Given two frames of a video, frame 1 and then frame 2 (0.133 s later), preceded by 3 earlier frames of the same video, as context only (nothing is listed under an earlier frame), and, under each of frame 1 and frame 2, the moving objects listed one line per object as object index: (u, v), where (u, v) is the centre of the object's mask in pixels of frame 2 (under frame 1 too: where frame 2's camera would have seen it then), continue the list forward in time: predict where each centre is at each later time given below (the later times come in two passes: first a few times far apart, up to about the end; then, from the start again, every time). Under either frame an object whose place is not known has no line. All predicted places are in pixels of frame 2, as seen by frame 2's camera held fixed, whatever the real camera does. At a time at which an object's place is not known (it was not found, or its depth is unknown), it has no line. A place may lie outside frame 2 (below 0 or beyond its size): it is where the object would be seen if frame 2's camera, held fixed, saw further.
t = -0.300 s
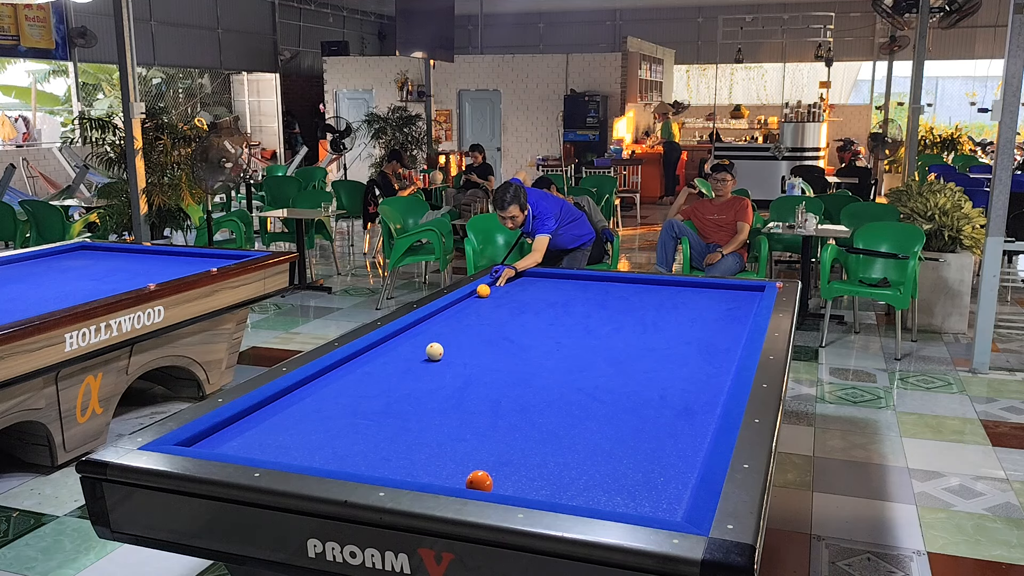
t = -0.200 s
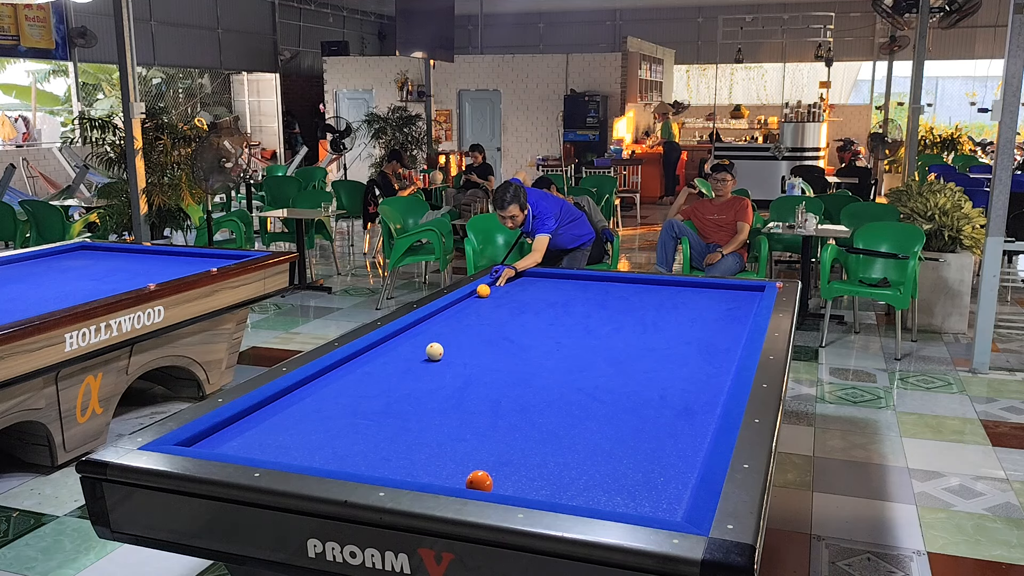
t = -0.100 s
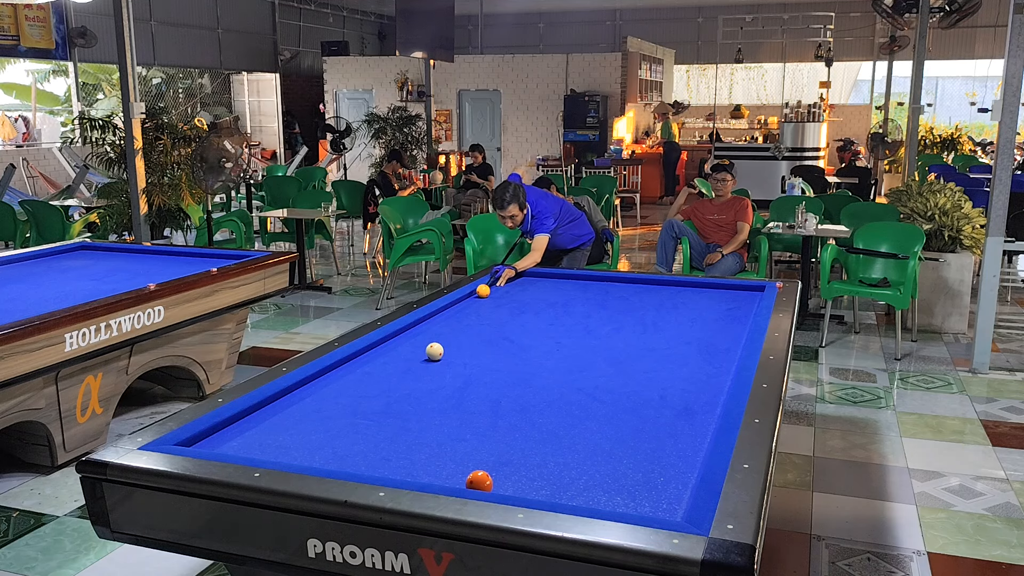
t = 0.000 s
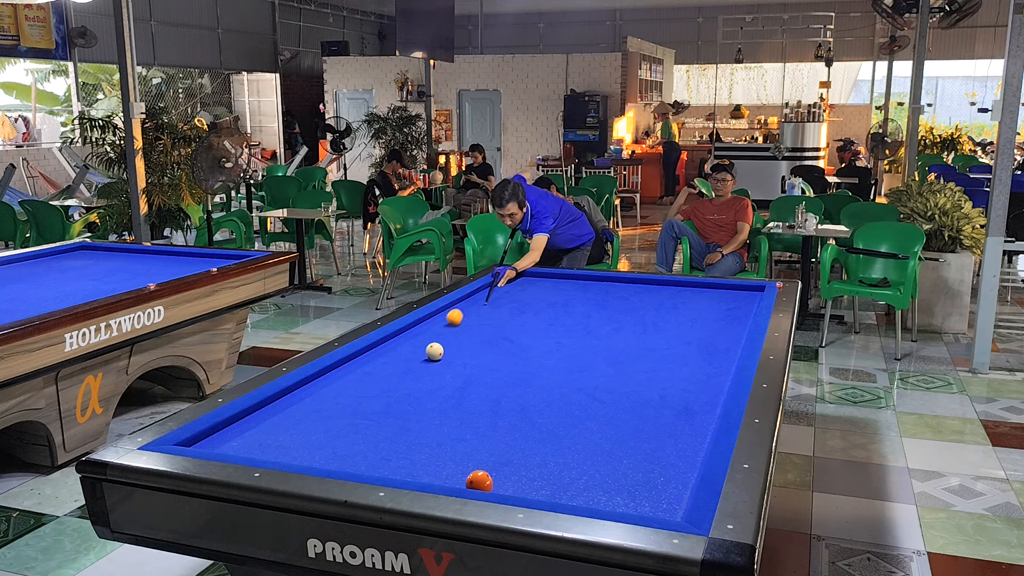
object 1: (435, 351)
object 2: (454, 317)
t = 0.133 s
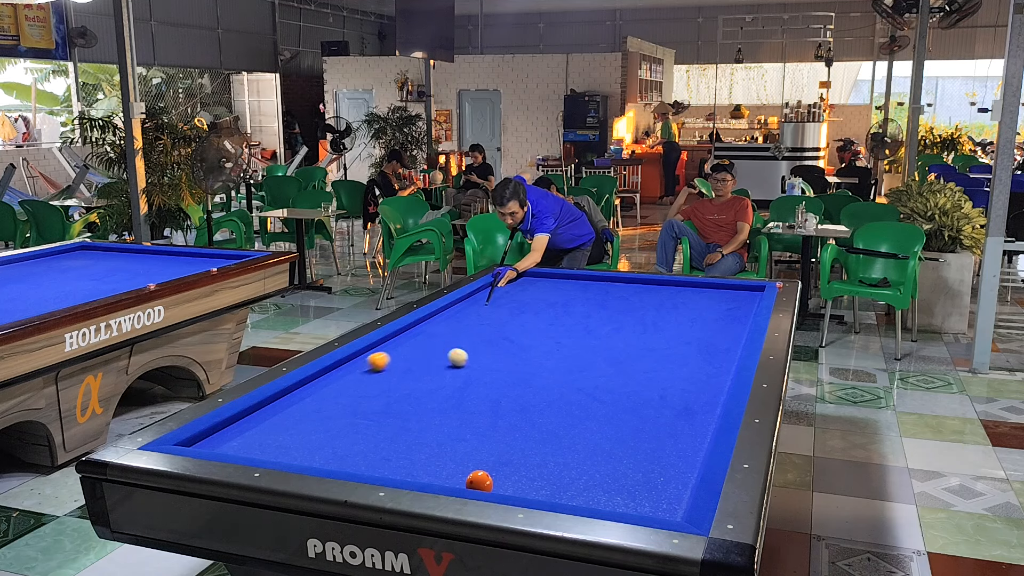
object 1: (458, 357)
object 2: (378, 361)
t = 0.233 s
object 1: (508, 370)
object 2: (291, 395)
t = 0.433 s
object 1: (610, 398)
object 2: (303, 434)
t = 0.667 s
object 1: (687, 426)
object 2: (470, 384)
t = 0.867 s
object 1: (600, 428)
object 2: (567, 358)
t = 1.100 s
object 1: (517, 434)
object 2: (656, 337)
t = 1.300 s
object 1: (445, 439)
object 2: (721, 321)
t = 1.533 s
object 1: (358, 446)
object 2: (732, 304)
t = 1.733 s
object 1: (283, 450)
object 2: (715, 289)
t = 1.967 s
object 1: (224, 443)
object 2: (681, 288)
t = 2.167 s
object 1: (224, 434)
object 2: (644, 292)
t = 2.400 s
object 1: (270, 427)
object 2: (601, 296)
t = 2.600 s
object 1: (306, 420)
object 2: (564, 300)
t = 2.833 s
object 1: (346, 414)
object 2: (519, 305)
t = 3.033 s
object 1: (378, 409)
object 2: (479, 308)
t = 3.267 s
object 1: (414, 402)
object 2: (440, 314)
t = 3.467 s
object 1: (442, 397)
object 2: (446, 322)
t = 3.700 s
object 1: (473, 392)
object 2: (452, 332)
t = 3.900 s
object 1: (498, 388)
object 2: (458, 342)
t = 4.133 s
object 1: (525, 383)
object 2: (465, 354)
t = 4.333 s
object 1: (548, 379)
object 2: (472, 364)
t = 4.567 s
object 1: (572, 375)
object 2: (480, 378)
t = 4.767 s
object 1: (593, 371)
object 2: (488, 391)
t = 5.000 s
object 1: (615, 368)
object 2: (497, 407)
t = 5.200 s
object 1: (633, 365)
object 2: (506, 423)
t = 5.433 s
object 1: (653, 362)
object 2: (518, 442)
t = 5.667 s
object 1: (673, 358)
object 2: (531, 464)
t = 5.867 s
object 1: (688, 355)
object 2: (543, 485)
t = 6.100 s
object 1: (705, 353)
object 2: (570, 494)
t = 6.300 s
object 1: (719, 350)
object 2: (603, 490)
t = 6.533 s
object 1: (735, 348)
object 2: (640, 484)
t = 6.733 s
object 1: (733, 345)
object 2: (671, 479)
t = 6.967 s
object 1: (727, 342)
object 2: (682, 471)
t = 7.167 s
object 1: (722, 340)
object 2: (671, 461)
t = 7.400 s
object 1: (717, 338)
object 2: (660, 452)
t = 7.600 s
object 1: (713, 336)
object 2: (651, 443)
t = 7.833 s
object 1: (709, 334)
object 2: (641, 435)
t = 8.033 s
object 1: (706, 333)
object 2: (633, 429)
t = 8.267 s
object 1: (703, 331)
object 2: (624, 422)
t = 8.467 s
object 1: (701, 330)
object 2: (617, 416)
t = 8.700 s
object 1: (699, 329)
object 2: (610, 411)
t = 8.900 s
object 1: (698, 328)
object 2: (604, 406)
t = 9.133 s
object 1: (696, 327)
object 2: (598, 401)
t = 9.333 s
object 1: (695, 327)
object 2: (592, 397)
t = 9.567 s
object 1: (695, 327)
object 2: (587, 393)
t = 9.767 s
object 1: (694, 326)
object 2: (583, 390)
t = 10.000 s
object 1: (694, 326)
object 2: (578, 386)
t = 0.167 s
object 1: (474, 361)
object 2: (345, 372)
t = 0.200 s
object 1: (491, 366)
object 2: (309, 382)
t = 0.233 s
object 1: (508, 370)
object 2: (291, 395)
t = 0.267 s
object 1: (525, 375)
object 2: (280, 409)
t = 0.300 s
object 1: (542, 380)
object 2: (267, 423)
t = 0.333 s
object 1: (558, 384)
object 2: (253, 439)
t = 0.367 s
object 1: (575, 389)
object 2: (241, 449)
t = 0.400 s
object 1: (593, 394)
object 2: (273, 444)
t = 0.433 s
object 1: (610, 398)
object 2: (303, 434)
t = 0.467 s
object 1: (626, 403)
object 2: (332, 425)
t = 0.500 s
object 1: (644, 407)
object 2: (359, 417)
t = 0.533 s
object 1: (661, 412)
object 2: (384, 409)
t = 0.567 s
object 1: (679, 417)
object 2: (408, 402)
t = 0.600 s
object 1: (698, 422)
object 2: (430, 396)
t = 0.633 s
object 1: (703, 425)
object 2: (451, 389)
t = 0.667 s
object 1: (687, 426)
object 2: (470, 384)
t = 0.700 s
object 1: (670, 426)
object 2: (488, 379)
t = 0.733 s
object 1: (655, 426)
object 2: (506, 374)
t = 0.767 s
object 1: (640, 427)
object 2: (522, 370)
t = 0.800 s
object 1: (626, 427)
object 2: (538, 365)
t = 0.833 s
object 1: (613, 428)
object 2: (552, 362)
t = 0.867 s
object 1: (600, 428)
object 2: (567, 358)
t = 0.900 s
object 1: (588, 429)
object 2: (580, 355)
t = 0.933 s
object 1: (577, 430)
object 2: (594, 352)
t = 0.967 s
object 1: (565, 431)
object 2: (607, 349)
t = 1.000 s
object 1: (553, 432)
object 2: (620, 346)
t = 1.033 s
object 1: (541, 433)
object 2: (632, 343)
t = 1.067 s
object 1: (529, 433)
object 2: (644, 340)
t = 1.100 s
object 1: (517, 434)
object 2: (656, 337)
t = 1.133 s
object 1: (505, 435)
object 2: (667, 334)
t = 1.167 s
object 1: (493, 436)
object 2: (679, 332)
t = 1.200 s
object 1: (481, 437)
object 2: (689, 329)
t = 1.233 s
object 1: (469, 438)
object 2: (700, 327)
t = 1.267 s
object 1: (457, 438)
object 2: (711, 324)
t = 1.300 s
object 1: (445, 439)
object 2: (721, 321)
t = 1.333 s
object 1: (433, 440)
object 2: (731, 319)
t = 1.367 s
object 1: (420, 441)
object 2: (740, 317)
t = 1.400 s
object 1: (408, 442)
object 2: (749, 314)
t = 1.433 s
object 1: (396, 443)
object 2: (745, 311)
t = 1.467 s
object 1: (383, 444)
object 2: (740, 309)
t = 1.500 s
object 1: (371, 445)
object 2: (736, 306)
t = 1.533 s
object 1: (358, 446)
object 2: (732, 304)
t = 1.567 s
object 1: (346, 447)
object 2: (729, 301)
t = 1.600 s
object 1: (333, 448)
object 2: (726, 299)
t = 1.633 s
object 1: (321, 449)
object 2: (723, 296)
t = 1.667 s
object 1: (308, 450)
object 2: (720, 294)
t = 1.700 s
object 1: (295, 450)
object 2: (718, 292)
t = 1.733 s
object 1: (283, 450)
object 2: (715, 289)
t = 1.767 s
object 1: (270, 450)
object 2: (713, 287)
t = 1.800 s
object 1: (258, 450)
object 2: (710, 285)
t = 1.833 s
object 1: (246, 449)
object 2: (707, 284)
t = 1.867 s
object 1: (241, 448)
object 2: (700, 285)
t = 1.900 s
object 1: (236, 446)
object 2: (693, 286)
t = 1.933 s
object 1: (230, 444)
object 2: (687, 287)
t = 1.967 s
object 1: (224, 443)
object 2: (681, 288)
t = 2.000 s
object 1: (219, 441)
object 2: (675, 289)
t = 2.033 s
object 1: (214, 439)
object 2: (669, 290)
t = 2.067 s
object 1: (208, 437)
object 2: (663, 290)
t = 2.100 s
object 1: (208, 436)
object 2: (656, 291)
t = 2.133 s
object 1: (216, 435)
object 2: (651, 291)
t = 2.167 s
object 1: (224, 434)
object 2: (644, 292)
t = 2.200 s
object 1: (231, 433)
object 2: (638, 293)
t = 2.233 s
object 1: (238, 432)
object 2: (632, 293)
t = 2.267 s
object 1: (244, 431)
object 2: (626, 294)
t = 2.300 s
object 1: (251, 429)
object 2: (620, 294)
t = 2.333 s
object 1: (257, 428)
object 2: (614, 295)
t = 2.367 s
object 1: (263, 427)
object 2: (607, 296)
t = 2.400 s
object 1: (270, 427)
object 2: (601, 296)
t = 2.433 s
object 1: (276, 426)
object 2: (595, 297)
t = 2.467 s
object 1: (282, 424)
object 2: (589, 298)
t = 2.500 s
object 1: (288, 424)
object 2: (583, 298)
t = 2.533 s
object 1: (294, 422)
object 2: (576, 299)
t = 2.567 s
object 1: (300, 421)
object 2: (570, 300)
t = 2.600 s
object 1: (306, 420)
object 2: (564, 300)
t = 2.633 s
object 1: (312, 420)
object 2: (558, 301)
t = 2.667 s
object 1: (318, 418)
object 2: (551, 301)
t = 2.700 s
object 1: (324, 418)
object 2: (545, 302)
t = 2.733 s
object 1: (329, 416)
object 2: (538, 303)
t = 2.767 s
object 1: (335, 415)
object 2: (532, 303)
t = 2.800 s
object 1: (341, 415)
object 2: (525, 304)
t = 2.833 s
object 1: (346, 414)
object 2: (519, 305)
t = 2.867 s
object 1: (352, 413)
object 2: (512, 305)
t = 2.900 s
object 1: (357, 412)
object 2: (506, 306)
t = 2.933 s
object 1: (362, 411)
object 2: (499, 307)
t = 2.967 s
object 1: (368, 410)
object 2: (492, 307)
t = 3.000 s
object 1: (373, 409)
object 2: (486, 308)
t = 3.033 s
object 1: (378, 409)
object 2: (479, 308)
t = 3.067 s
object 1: (383, 407)
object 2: (472, 309)
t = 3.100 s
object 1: (389, 407)
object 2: (465, 310)
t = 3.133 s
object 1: (394, 405)
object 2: (459, 310)
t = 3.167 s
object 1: (399, 404)
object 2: (452, 311)
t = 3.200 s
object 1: (404, 404)
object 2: (445, 312)
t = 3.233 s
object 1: (408, 403)
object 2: (438, 313)
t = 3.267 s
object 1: (414, 402)
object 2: (440, 314)
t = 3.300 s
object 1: (418, 401)
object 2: (442, 315)
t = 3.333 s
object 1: (423, 400)
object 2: (442, 317)
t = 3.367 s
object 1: (428, 400)
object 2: (443, 318)
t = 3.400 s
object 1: (432, 399)
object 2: (444, 319)
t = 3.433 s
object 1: (437, 398)
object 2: (445, 321)
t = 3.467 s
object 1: (442, 397)
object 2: (446, 322)
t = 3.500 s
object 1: (446, 396)
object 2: (447, 324)
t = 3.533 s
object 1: (451, 396)
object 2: (447, 325)
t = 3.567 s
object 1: (455, 395)
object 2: (448, 326)
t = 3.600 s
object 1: (460, 394)
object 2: (449, 328)
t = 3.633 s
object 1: (464, 394)
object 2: (450, 329)
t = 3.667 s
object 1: (469, 393)
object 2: (451, 331)
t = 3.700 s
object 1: (473, 392)
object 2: (452, 332)
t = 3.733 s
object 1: (477, 391)
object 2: (453, 334)
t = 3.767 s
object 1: (481, 391)
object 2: (454, 335)
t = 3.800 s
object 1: (485, 390)
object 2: (455, 337)
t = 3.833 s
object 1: (490, 389)
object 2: (456, 339)
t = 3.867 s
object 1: (494, 388)
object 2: (457, 340)
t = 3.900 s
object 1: (498, 388)
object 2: (458, 342)
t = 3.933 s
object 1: (502, 387)
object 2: (459, 343)
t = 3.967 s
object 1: (506, 386)
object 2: (460, 345)
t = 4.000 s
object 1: (510, 386)
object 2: (461, 346)
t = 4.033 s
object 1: (514, 385)
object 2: (462, 348)
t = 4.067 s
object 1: (518, 385)
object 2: (463, 350)
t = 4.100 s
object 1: (522, 384)
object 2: (464, 352)
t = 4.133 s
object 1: (525, 383)
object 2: (465, 354)
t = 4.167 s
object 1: (529, 382)
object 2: (466, 355)
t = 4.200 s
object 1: (533, 382)
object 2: (467, 357)
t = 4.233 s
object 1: (537, 381)
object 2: (468, 359)
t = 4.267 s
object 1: (540, 381)
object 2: (469, 361)
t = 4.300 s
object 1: (544, 380)
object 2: (470, 363)
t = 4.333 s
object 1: (548, 379)
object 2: (472, 364)
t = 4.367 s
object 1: (552, 378)
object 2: (473, 366)
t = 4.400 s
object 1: (555, 378)
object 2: (474, 368)
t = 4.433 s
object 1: (559, 377)
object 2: (475, 370)
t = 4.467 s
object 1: (562, 377)
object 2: (476, 372)
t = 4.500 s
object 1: (566, 376)
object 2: (477, 374)
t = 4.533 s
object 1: (569, 376)
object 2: (479, 376)
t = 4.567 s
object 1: (572, 375)
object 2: (480, 378)
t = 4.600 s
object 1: (576, 375)
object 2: (481, 380)
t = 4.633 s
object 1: (580, 374)
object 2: (482, 382)
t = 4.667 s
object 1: (583, 373)
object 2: (484, 384)
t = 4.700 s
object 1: (586, 373)
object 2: (485, 387)
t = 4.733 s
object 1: (589, 372)
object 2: (486, 389)
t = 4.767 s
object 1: (593, 371)
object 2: (488, 391)
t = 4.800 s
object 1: (596, 371)
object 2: (489, 393)
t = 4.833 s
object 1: (599, 371)
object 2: (490, 395)
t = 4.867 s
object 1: (602, 370)
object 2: (491, 398)
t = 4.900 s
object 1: (606, 370)
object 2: (493, 401)
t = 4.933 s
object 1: (609, 369)
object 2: (494, 402)
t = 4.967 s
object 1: (612, 368)
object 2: (496, 405)
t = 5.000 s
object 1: (615, 368)
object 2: (497, 407)
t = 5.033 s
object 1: (618, 367)
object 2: (499, 410)
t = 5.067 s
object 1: (621, 367)
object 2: (500, 412)
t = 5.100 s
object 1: (624, 366)
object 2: (502, 415)
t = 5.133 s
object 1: (627, 366)
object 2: (503, 417)
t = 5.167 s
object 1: (630, 365)
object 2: (505, 420)
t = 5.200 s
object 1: (633, 365)
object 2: (506, 423)
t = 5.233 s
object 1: (636, 364)
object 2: (508, 425)
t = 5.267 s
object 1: (639, 364)
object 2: (509, 428)
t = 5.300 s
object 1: (642, 363)
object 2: (511, 431)
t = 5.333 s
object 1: (645, 363)
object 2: (513, 433)
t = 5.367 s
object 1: (648, 362)
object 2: (515, 436)
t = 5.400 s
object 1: (651, 362)
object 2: (516, 439)
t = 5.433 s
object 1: (653, 362)
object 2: (518, 442)
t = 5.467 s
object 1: (656, 361)
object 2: (520, 445)
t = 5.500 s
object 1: (659, 360)
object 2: (522, 448)
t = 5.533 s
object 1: (662, 360)
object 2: (523, 451)
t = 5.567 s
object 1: (665, 360)
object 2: (525, 454)
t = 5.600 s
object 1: (667, 359)
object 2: (527, 457)
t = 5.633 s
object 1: (670, 358)
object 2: (529, 460)
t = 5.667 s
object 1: (673, 358)
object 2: (531, 464)
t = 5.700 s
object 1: (675, 357)
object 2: (533, 467)
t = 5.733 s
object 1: (678, 357)
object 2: (535, 470)
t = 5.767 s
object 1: (680, 356)
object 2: (537, 474)
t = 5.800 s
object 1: (683, 356)
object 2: (539, 477)
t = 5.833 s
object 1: (685, 356)
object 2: (541, 481)
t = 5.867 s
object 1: (688, 355)
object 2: (543, 485)
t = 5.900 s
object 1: (690, 355)
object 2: (546, 487)
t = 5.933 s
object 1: (693, 355)
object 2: (548, 490)
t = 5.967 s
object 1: (696, 354)
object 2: (550, 492)
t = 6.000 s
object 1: (698, 354)
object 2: (553, 494)
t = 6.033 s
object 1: (700, 354)
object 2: (558, 494)
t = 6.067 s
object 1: (703, 353)
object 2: (564, 494)
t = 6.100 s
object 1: (705, 353)
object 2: (570, 494)
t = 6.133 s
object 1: (708, 352)
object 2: (576, 493)
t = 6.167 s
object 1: (710, 352)
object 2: (581, 493)
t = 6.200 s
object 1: (712, 352)
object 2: (587, 493)
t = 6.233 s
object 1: (715, 351)
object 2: (592, 492)
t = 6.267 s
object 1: (717, 350)
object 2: (598, 491)
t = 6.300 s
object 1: (719, 350)
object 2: (603, 490)
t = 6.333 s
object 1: (721, 350)
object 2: (609, 489)
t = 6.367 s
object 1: (724, 350)
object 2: (614, 488)
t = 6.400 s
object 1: (726, 349)
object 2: (619, 487)
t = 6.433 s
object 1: (728, 349)
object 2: (625, 487)
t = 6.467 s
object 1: (730, 348)
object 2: (630, 486)
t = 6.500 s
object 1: (733, 348)
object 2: (635, 485)
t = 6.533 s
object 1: (735, 348)
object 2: (640, 484)
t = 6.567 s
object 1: (737, 347)
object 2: (645, 483)
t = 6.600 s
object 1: (736, 347)
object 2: (651, 482)
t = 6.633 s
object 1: (735, 347)
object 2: (656, 481)
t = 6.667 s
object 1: (734, 346)
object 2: (661, 480)
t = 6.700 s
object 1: (733, 346)
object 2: (666, 480)
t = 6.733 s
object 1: (733, 345)
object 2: (671, 479)
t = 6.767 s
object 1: (732, 344)
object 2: (675, 478)
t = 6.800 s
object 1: (731, 344)
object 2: (680, 477)
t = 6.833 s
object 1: (730, 344)
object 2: (685, 476)
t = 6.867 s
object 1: (729, 343)
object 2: (687, 475)
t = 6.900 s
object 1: (728, 343)
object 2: (685, 474)
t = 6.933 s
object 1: (727, 343)
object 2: (683, 472)
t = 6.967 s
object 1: (727, 342)
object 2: (682, 471)
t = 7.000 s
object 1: (726, 342)
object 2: (680, 469)
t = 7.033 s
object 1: (725, 341)
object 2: (678, 467)
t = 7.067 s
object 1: (724, 341)
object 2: (676, 466)
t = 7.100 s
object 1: (723, 341)
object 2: (674, 464)
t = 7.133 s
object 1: (723, 340)
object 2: (673, 462)
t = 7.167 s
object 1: (722, 340)
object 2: (671, 461)
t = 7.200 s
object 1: (721, 340)
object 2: (669, 460)
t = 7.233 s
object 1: (720, 340)
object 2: (668, 458)
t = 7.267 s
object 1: (720, 339)
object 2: (666, 457)
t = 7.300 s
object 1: (719, 339)
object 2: (664, 455)
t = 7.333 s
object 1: (718, 338)
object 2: (663, 454)
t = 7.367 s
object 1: (718, 338)
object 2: (661, 453)
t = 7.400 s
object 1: (717, 338)
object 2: (660, 452)
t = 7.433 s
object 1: (716, 338)
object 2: (658, 450)
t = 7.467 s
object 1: (715, 337)
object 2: (657, 449)
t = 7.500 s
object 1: (715, 337)
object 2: (655, 447)
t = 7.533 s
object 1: (714, 336)
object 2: (654, 446)
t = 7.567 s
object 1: (714, 336)
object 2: (652, 445)
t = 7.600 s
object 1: (713, 336)
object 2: (651, 443)
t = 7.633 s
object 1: (713, 336)
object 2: (649, 442)
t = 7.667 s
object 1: (712, 335)
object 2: (648, 441)
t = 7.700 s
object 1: (711, 335)
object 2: (646, 440)
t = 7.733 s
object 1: (711, 335)
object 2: (645, 439)
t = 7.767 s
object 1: (710, 335)
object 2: (643, 438)
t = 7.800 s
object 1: (710, 334)
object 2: (642, 437)
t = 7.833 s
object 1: (709, 334)
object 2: (641, 435)
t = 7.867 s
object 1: (709, 334)
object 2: (639, 434)
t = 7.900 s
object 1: (708, 334)
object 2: (638, 433)
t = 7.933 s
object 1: (708, 333)
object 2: (637, 432)
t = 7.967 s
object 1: (707, 333)
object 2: (635, 431)
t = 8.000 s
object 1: (707, 333)
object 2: (634, 430)
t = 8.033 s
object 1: (706, 333)
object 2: (633, 429)
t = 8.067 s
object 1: (706, 332)
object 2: (632, 428)
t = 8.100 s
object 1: (705, 332)
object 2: (630, 427)
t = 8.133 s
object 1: (705, 332)
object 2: (629, 426)
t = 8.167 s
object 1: (704, 332)
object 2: (628, 425)
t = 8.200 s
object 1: (704, 332)
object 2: (627, 424)
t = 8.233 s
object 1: (703, 331)
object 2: (625, 423)
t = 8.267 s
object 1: (703, 331)
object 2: (624, 422)
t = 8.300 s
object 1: (703, 331)
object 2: (623, 421)
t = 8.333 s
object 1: (702, 331)
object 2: (622, 420)
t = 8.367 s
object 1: (702, 331)
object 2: (621, 419)
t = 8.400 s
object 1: (702, 331)
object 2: (619, 418)
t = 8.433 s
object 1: (701, 331)
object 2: (618, 417)
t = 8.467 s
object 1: (701, 330)
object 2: (617, 416)
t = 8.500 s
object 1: (701, 330)
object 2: (616, 416)
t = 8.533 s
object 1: (700, 330)
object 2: (615, 415)
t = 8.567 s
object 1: (700, 330)
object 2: (614, 414)
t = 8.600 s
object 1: (700, 329)
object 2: (613, 413)
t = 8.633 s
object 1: (700, 330)
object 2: (612, 412)
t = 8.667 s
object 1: (699, 329)
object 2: (611, 411)
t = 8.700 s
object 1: (699, 329)
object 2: (610, 411)
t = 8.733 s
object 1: (699, 329)
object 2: (609, 410)
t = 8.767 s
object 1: (699, 329)
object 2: (608, 409)
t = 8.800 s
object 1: (698, 329)
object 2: (607, 408)
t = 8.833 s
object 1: (698, 329)
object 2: (606, 408)
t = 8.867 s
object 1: (698, 329)
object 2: (605, 407)
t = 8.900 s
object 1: (698, 328)
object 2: (604, 406)
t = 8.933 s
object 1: (697, 328)
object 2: (603, 405)
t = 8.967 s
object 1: (697, 328)
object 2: (602, 405)
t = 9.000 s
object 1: (697, 328)
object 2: (601, 404)
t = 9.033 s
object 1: (697, 328)
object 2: (600, 403)
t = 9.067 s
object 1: (697, 328)
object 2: (599, 402)
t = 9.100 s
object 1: (696, 327)
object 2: (598, 402)
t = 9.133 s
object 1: (696, 327)
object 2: (598, 401)
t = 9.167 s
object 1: (696, 327)
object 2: (597, 401)
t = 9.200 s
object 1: (696, 327)
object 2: (596, 400)
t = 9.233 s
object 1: (696, 327)
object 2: (595, 399)
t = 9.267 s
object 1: (696, 327)
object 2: (594, 399)
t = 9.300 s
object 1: (696, 327)
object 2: (593, 398)
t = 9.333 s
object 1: (695, 327)
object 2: (592, 397)
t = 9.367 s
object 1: (695, 327)
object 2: (592, 397)
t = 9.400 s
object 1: (695, 327)
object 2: (591, 396)
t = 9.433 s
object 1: (695, 327)
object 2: (590, 395)
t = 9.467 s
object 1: (695, 327)
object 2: (590, 395)
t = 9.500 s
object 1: (695, 327)
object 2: (589, 394)
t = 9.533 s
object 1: (695, 327)
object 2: (588, 393)
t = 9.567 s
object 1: (695, 327)
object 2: (587, 393)
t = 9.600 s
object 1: (695, 327)
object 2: (586, 393)
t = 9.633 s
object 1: (694, 326)
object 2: (586, 392)
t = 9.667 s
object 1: (694, 327)
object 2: (585, 391)
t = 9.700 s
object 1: (694, 327)
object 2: (584, 391)
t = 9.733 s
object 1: (694, 326)
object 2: (584, 390)
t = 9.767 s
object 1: (694, 326)
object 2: (583, 390)
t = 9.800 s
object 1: (694, 326)
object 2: (582, 389)
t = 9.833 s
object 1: (694, 327)
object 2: (582, 388)
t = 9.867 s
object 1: (694, 327)
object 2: (581, 388)
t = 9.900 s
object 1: (694, 327)
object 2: (580, 388)
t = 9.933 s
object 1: (694, 326)
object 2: (580, 387)
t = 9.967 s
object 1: (694, 326)
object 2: (579, 386)
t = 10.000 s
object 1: (694, 326)
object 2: (578, 386)
